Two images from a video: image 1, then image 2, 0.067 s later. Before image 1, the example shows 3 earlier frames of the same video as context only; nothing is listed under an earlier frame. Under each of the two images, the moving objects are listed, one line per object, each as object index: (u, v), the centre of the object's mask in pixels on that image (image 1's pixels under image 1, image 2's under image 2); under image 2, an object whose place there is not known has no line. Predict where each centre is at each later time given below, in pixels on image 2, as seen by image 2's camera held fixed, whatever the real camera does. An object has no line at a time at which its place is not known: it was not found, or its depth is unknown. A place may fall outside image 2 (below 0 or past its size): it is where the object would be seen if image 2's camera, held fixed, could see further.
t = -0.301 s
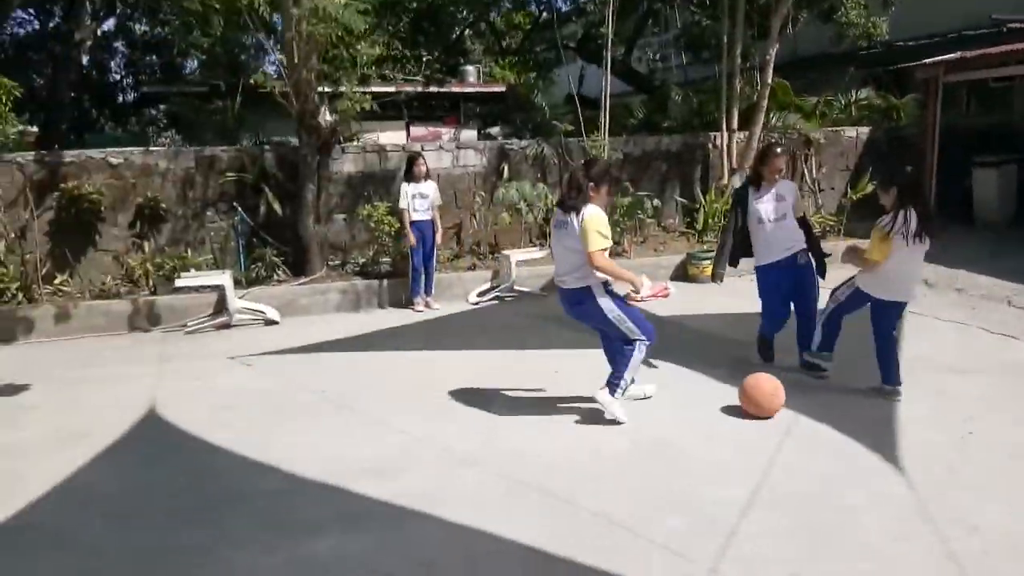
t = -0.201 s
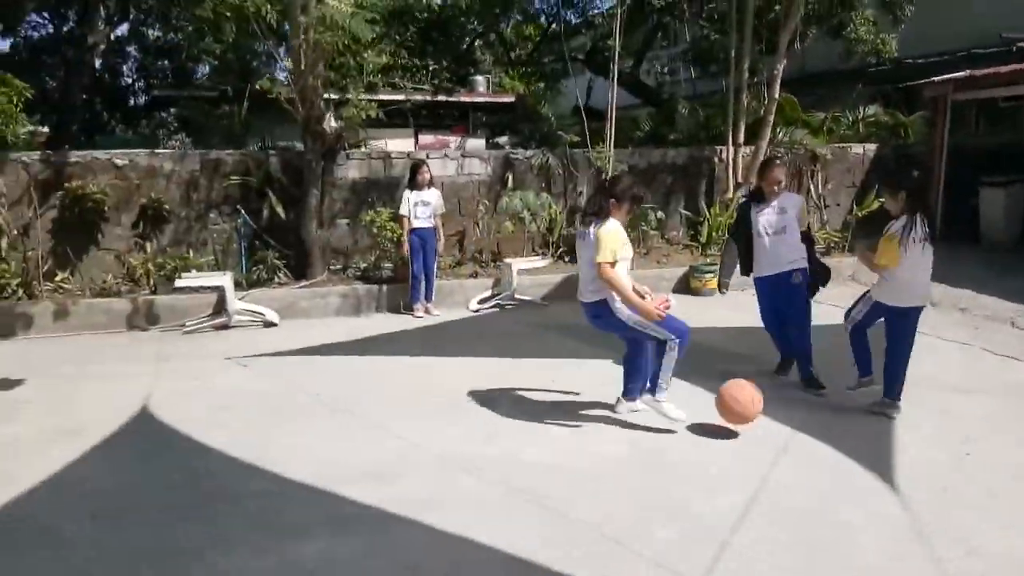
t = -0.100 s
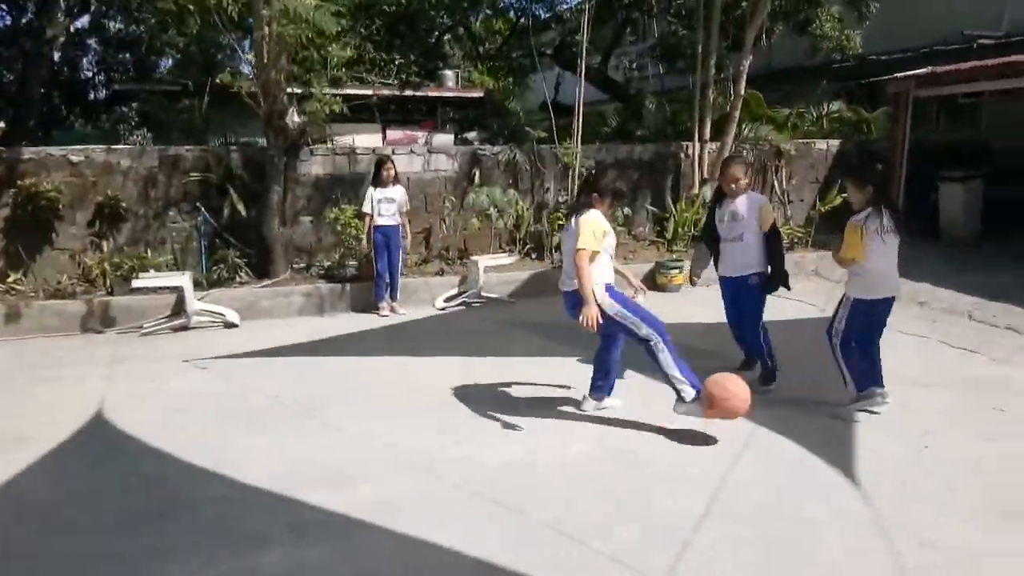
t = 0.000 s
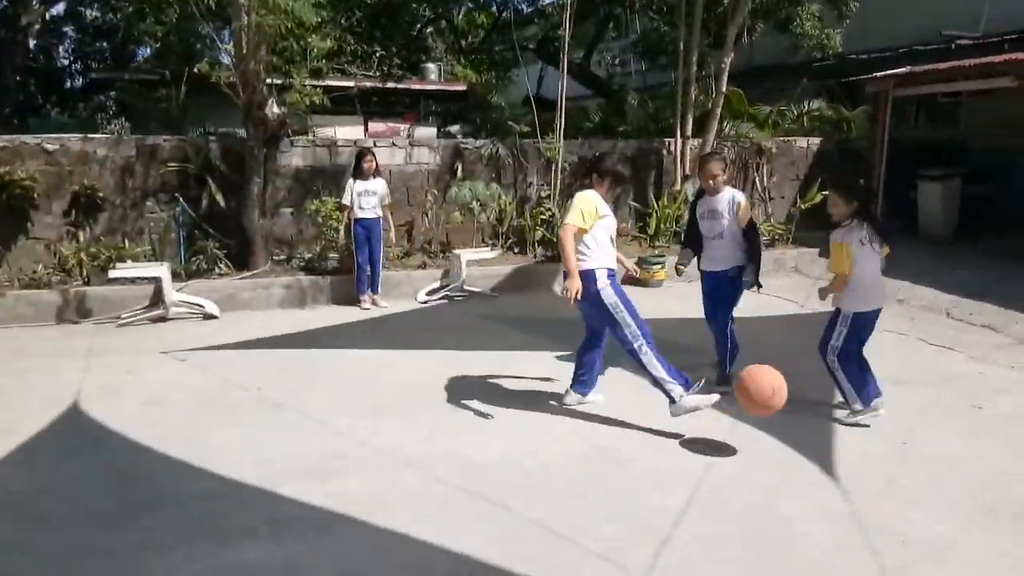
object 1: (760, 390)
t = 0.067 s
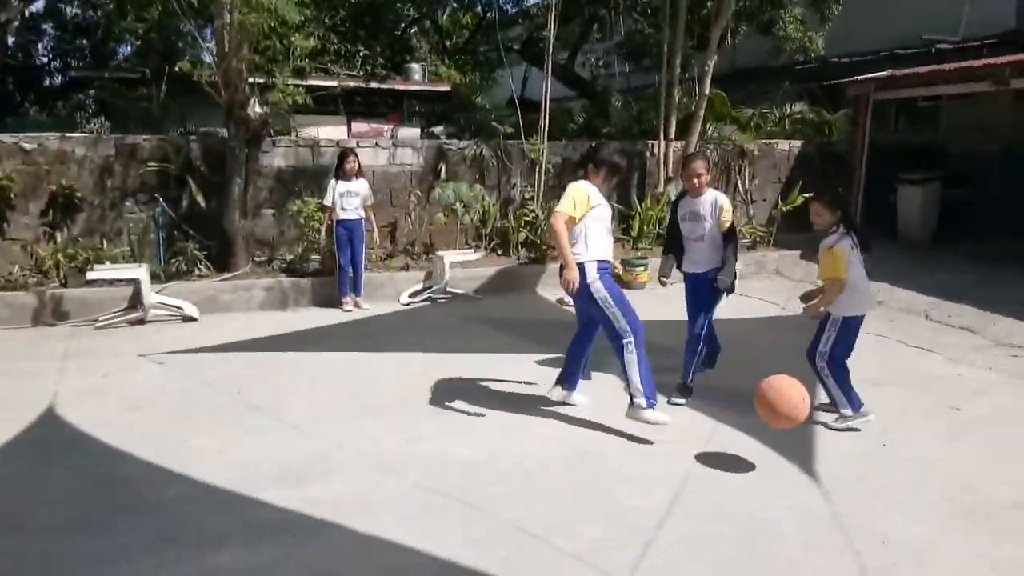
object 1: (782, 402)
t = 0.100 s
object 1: (801, 409)
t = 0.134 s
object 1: (819, 421)
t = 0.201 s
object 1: (858, 449)
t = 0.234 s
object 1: (877, 469)
